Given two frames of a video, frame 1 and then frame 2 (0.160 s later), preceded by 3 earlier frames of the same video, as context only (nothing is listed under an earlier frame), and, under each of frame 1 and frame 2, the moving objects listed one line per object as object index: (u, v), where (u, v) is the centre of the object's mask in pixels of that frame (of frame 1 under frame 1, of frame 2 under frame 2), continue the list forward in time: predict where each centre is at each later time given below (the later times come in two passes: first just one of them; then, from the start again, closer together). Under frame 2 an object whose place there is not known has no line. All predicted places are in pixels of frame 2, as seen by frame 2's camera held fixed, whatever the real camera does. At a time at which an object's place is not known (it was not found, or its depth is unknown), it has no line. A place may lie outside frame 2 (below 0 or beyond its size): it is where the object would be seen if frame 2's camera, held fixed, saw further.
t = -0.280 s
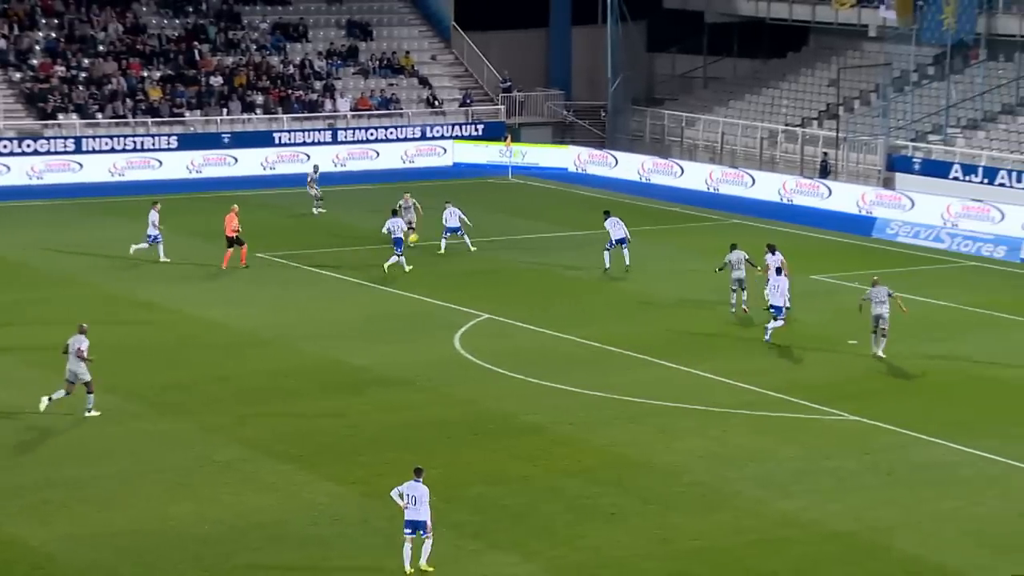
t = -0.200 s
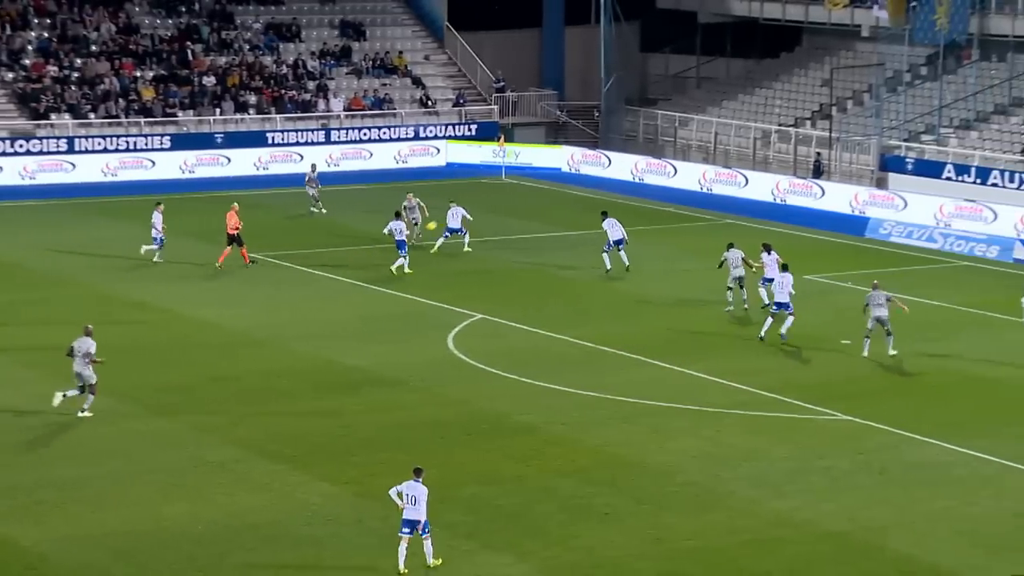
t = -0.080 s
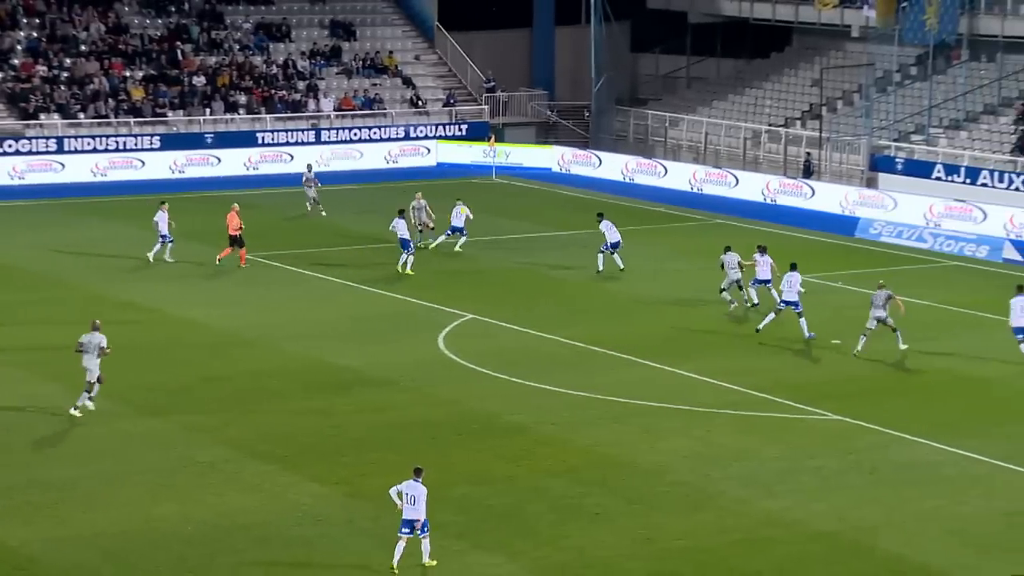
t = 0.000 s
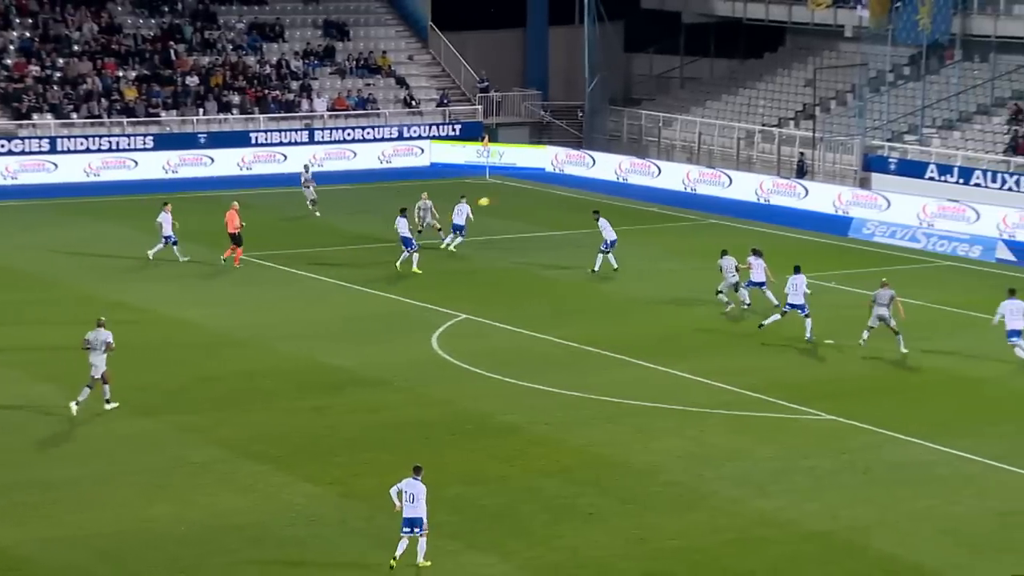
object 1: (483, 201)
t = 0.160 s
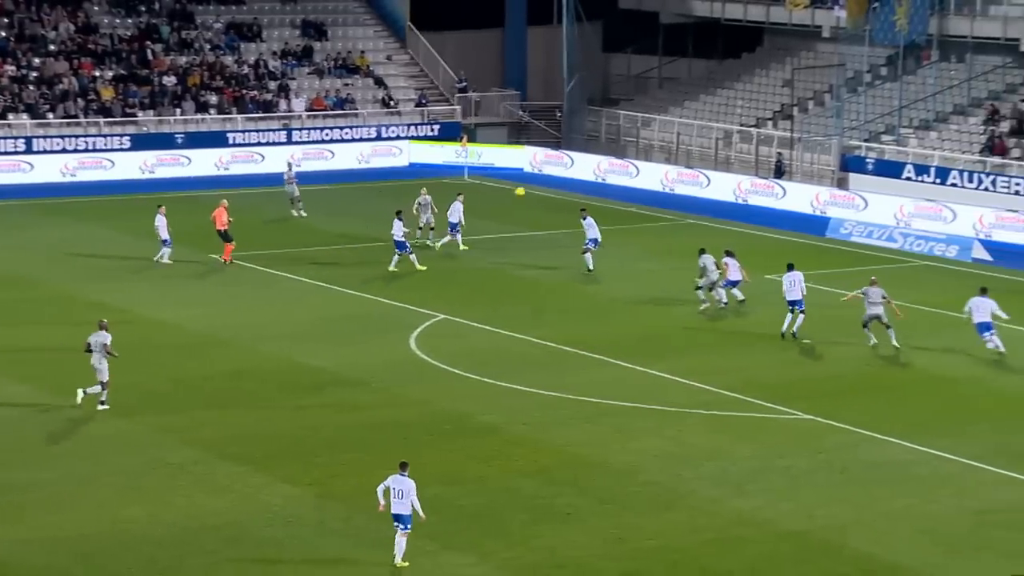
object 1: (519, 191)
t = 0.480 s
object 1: (644, 196)
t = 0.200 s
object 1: (535, 190)
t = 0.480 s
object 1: (644, 196)
